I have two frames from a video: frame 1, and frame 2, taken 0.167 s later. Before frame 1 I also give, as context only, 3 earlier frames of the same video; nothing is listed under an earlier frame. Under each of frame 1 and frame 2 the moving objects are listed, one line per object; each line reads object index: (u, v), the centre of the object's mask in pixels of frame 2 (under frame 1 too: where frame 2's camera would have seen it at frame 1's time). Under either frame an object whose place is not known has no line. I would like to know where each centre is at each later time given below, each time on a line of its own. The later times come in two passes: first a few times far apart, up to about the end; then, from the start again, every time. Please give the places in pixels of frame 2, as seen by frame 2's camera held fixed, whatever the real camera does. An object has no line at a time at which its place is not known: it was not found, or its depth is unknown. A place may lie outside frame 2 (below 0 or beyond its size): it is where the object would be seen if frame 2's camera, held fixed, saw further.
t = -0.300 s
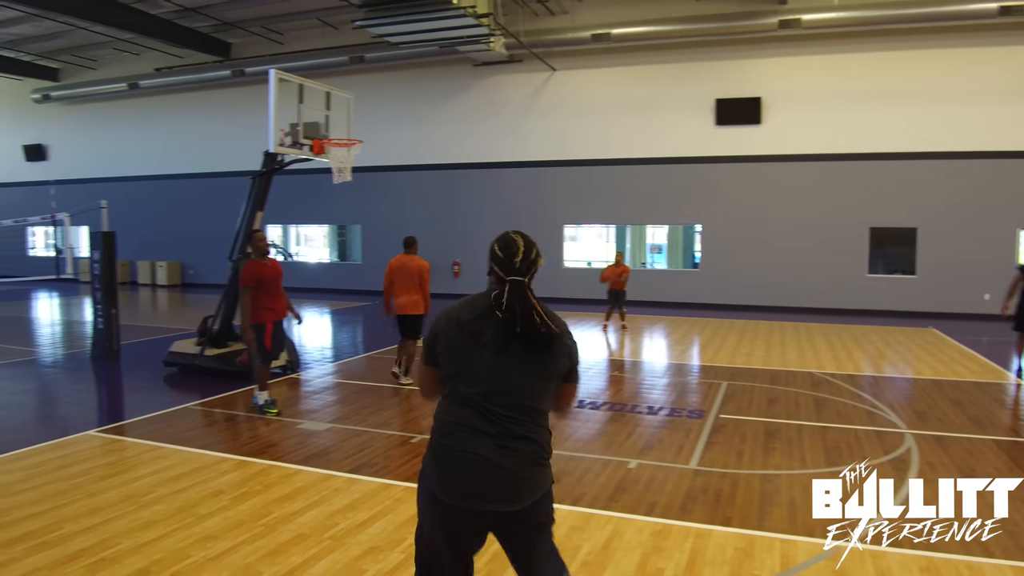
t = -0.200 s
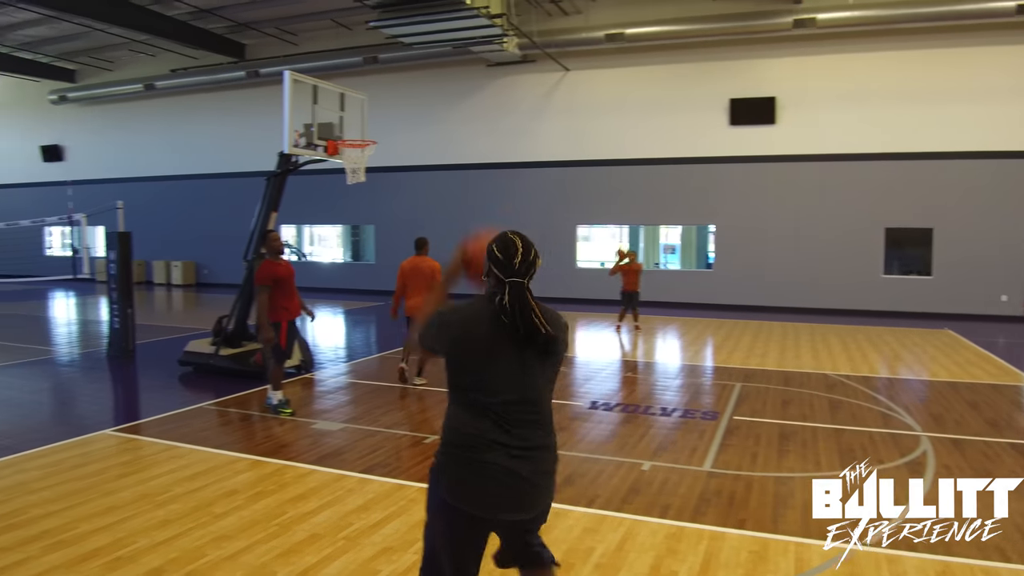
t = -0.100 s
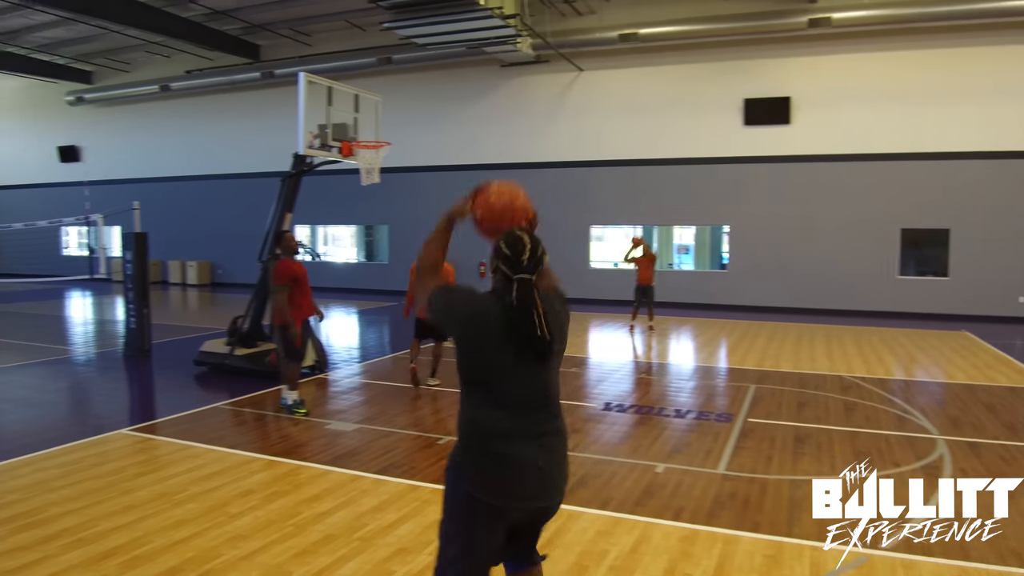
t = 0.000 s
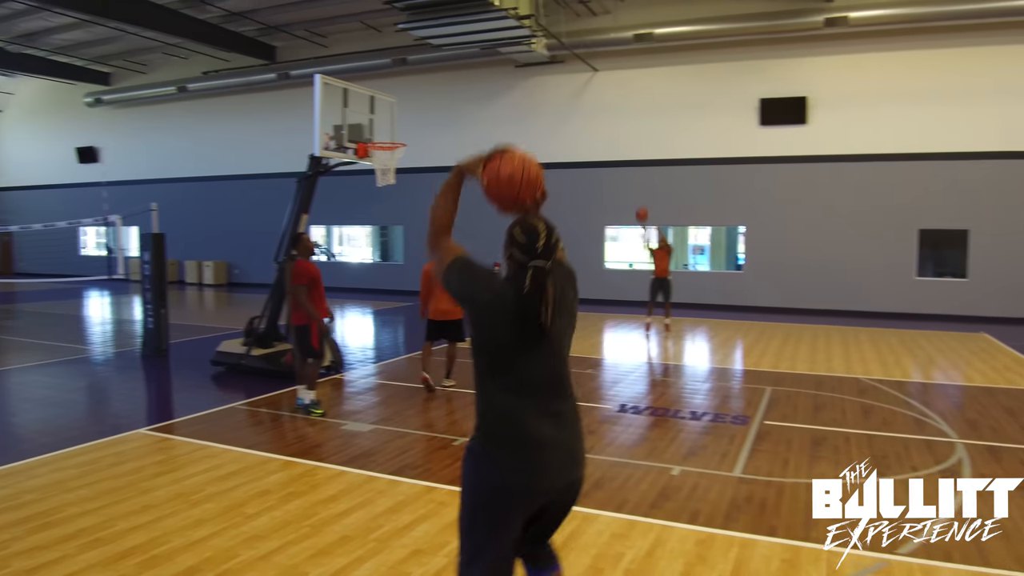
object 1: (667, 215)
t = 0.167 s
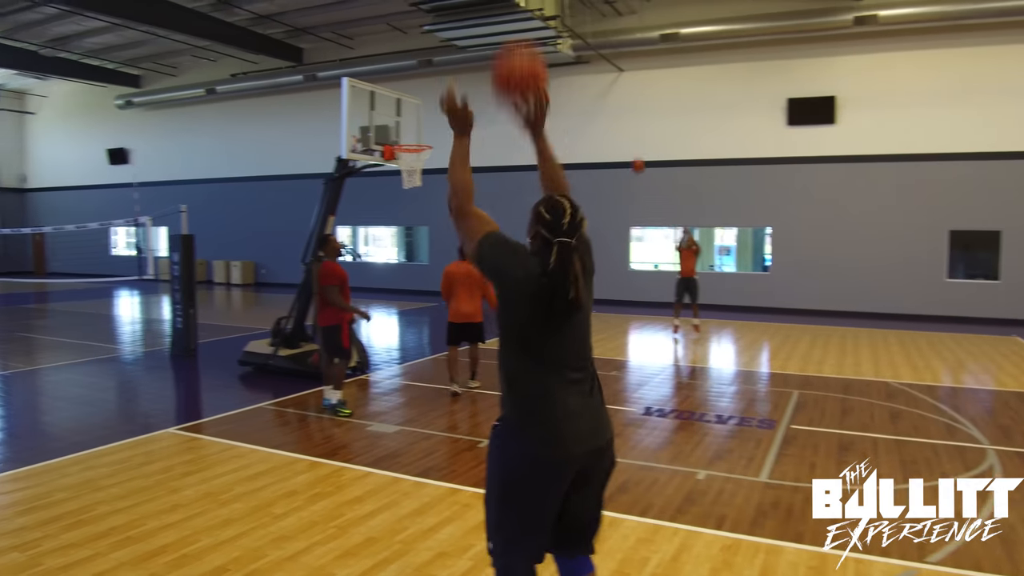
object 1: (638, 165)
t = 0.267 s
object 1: (618, 139)
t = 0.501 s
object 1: (562, 97)
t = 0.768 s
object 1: (495, 89)
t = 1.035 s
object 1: (415, 133)
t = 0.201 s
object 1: (631, 155)
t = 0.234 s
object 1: (625, 147)
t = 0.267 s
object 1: (618, 139)
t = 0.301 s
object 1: (611, 131)
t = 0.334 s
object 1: (605, 125)
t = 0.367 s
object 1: (598, 118)
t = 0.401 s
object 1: (590, 113)
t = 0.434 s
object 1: (579, 106)
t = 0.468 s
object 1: (571, 101)
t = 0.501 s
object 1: (562, 97)
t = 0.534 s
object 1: (555, 94)
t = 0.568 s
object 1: (548, 91)
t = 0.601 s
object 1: (539, 89)
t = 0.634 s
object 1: (531, 88)
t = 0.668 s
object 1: (523, 87)
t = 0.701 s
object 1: (513, 87)
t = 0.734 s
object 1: (504, 87)
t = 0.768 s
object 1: (495, 89)
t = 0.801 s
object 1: (487, 91)
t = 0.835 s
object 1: (478, 94)
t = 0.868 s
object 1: (468, 98)
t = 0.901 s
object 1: (461, 103)
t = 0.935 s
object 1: (447, 109)
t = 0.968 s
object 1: (437, 116)
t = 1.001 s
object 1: (426, 124)
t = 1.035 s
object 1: (415, 133)
